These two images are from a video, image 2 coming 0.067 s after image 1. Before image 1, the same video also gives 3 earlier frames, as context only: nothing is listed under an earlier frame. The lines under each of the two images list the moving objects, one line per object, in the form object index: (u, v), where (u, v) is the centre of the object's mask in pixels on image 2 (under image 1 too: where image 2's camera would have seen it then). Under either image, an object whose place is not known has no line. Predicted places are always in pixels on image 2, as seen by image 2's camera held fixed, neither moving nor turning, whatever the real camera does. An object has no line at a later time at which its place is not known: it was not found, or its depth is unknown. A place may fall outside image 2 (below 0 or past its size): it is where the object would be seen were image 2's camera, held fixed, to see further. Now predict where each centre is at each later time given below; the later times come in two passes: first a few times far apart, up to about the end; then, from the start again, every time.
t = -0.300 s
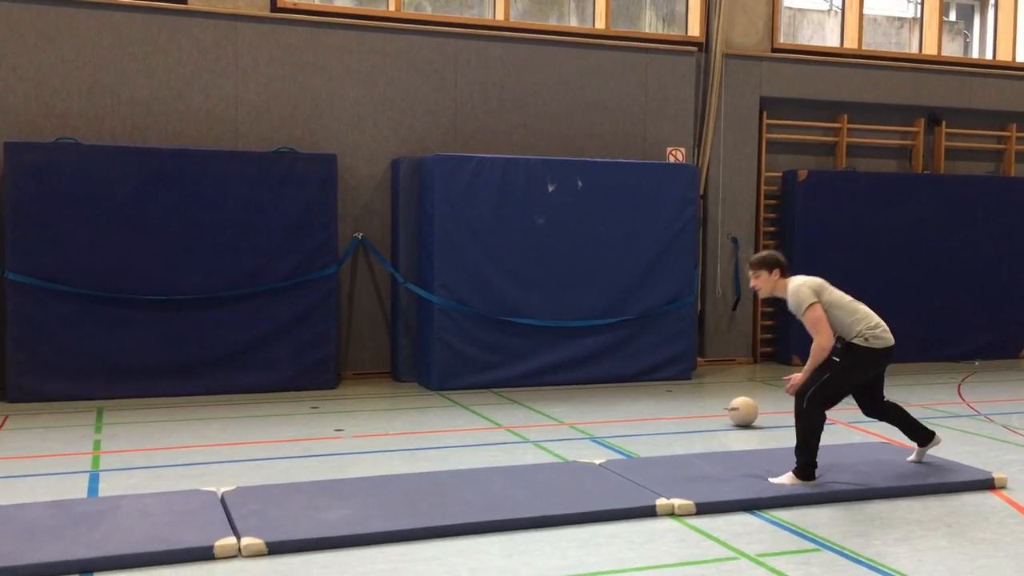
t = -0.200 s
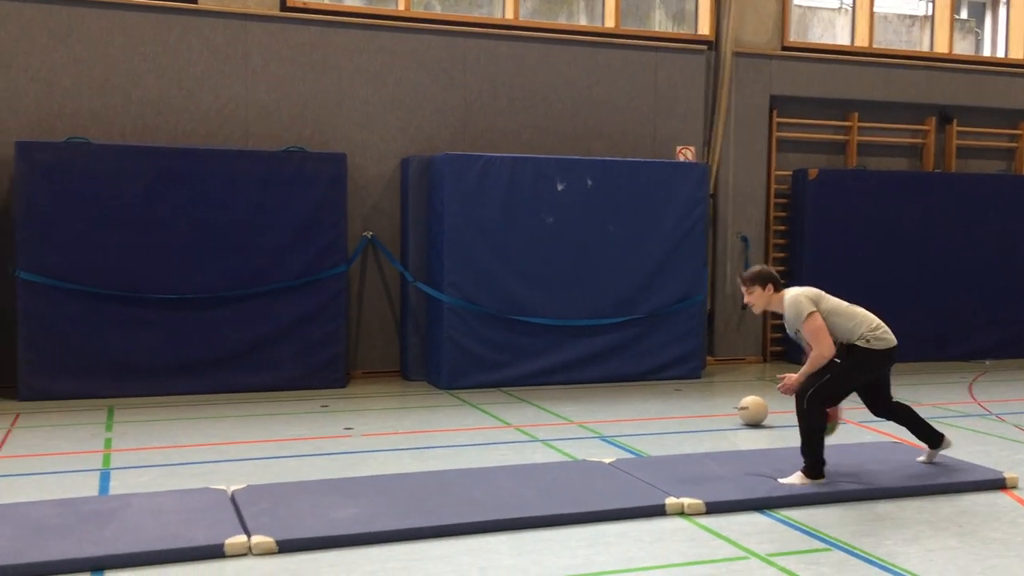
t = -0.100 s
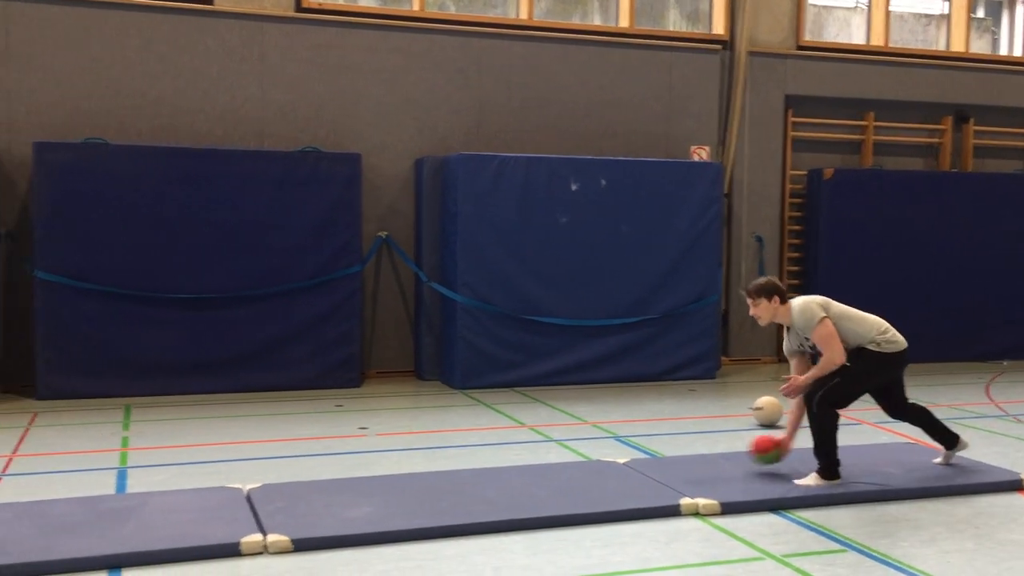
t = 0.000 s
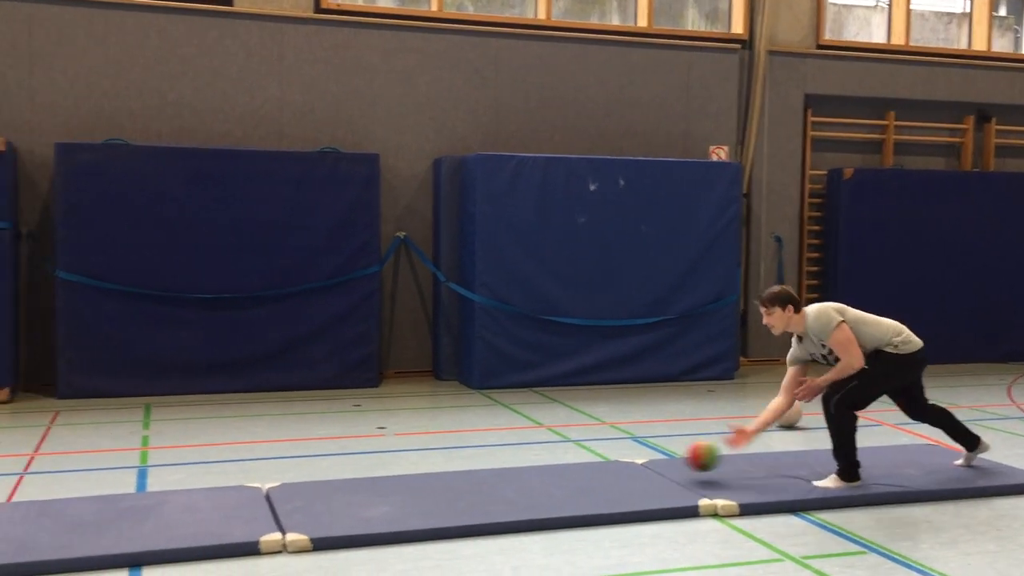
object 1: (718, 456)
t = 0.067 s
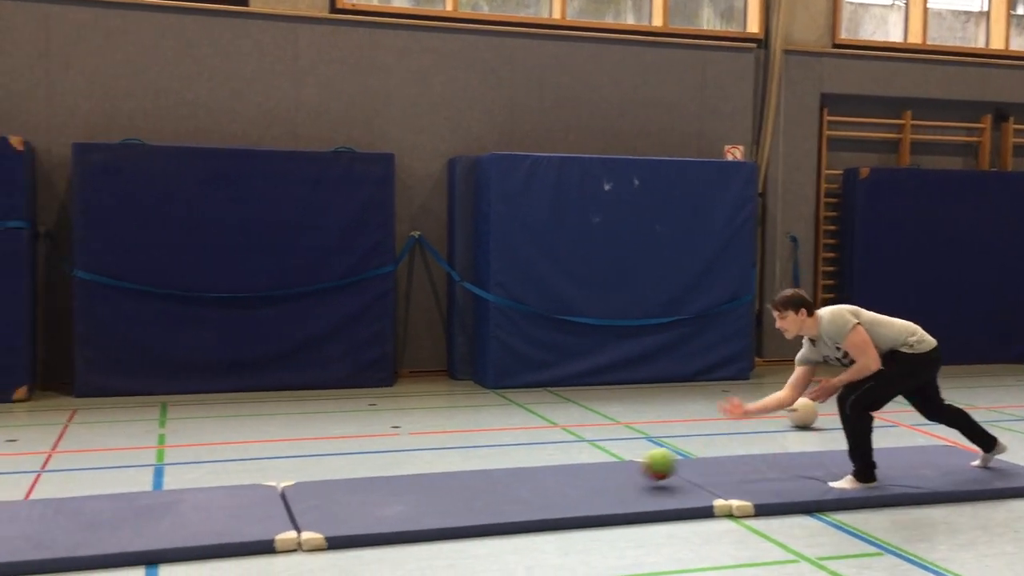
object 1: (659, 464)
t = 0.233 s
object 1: (537, 473)
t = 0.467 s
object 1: (369, 492)
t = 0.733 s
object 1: (168, 504)
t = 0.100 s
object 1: (628, 472)
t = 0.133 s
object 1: (603, 474)
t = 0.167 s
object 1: (581, 472)
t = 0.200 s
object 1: (560, 471)
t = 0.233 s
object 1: (537, 473)
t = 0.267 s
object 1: (513, 478)
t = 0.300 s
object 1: (490, 483)
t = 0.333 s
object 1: (468, 481)
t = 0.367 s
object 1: (444, 480)
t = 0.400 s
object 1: (419, 482)
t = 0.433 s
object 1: (394, 487)
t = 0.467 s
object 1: (369, 492)
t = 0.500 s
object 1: (345, 491)
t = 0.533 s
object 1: (320, 492)
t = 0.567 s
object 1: (294, 497)
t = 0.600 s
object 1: (269, 498)
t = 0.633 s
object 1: (246, 495)
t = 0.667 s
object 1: (221, 495)
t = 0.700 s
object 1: (195, 498)
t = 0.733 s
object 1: (168, 504)
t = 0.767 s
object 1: (142, 508)
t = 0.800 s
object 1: (117, 507)
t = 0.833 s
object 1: (90, 507)
